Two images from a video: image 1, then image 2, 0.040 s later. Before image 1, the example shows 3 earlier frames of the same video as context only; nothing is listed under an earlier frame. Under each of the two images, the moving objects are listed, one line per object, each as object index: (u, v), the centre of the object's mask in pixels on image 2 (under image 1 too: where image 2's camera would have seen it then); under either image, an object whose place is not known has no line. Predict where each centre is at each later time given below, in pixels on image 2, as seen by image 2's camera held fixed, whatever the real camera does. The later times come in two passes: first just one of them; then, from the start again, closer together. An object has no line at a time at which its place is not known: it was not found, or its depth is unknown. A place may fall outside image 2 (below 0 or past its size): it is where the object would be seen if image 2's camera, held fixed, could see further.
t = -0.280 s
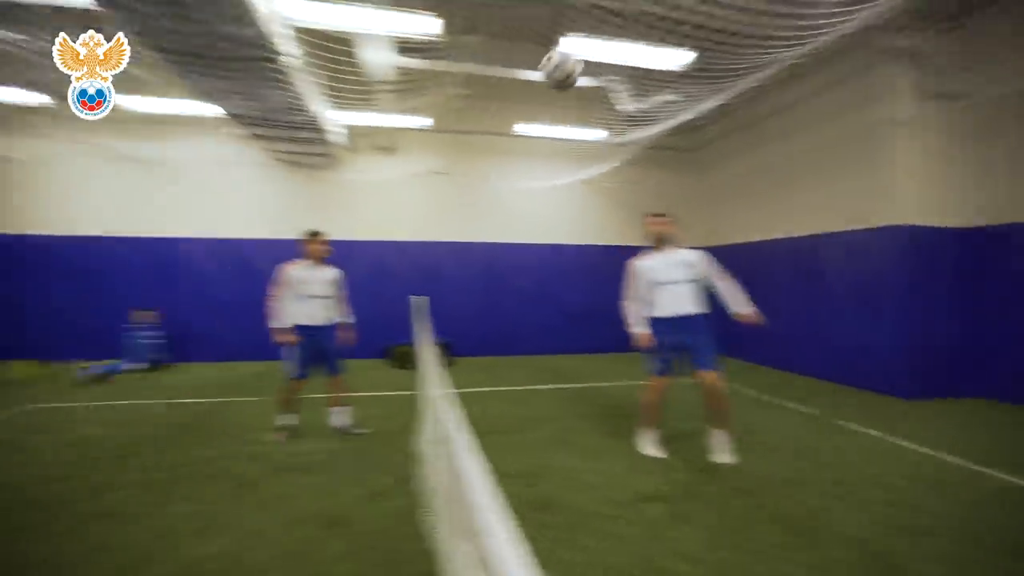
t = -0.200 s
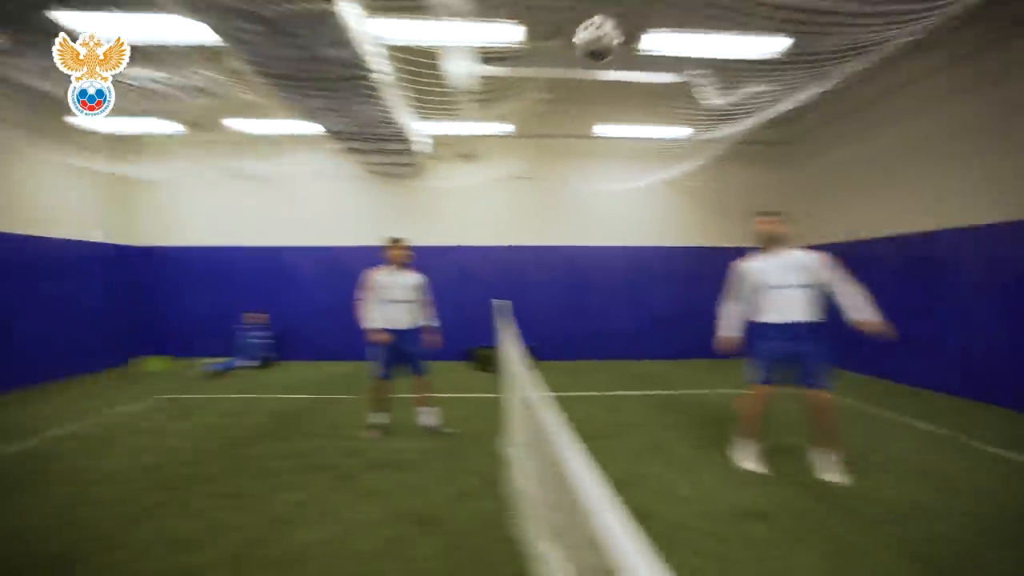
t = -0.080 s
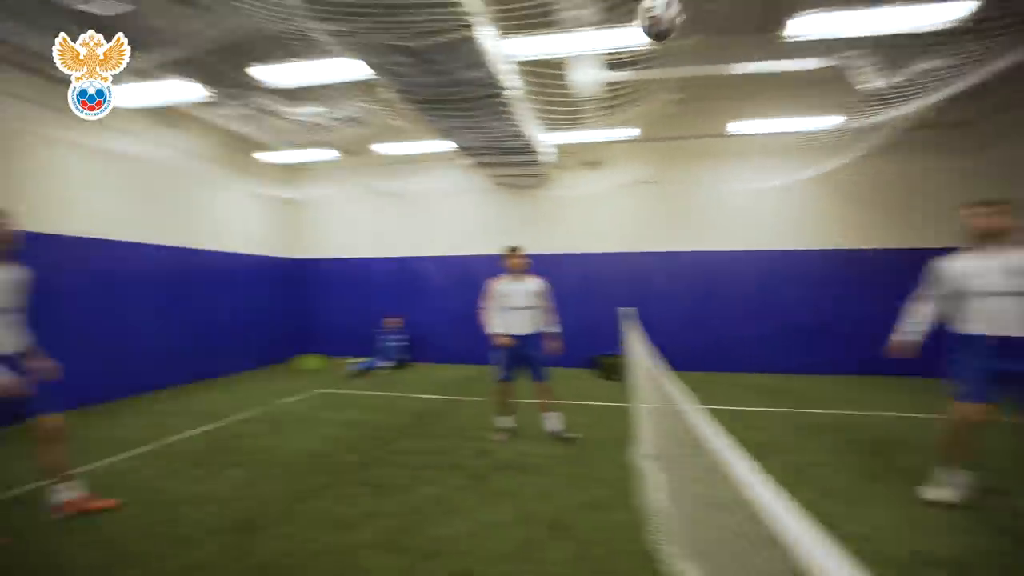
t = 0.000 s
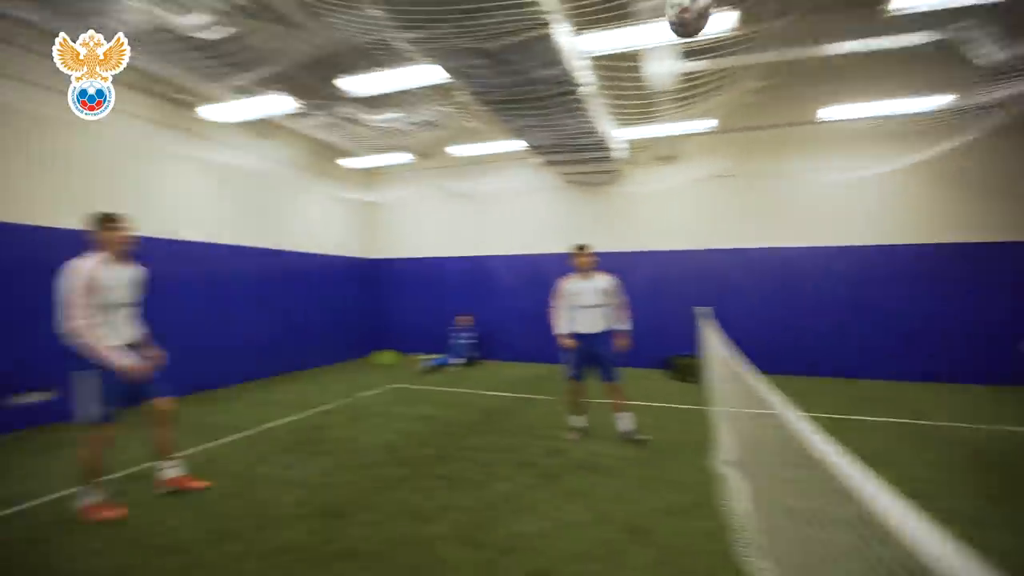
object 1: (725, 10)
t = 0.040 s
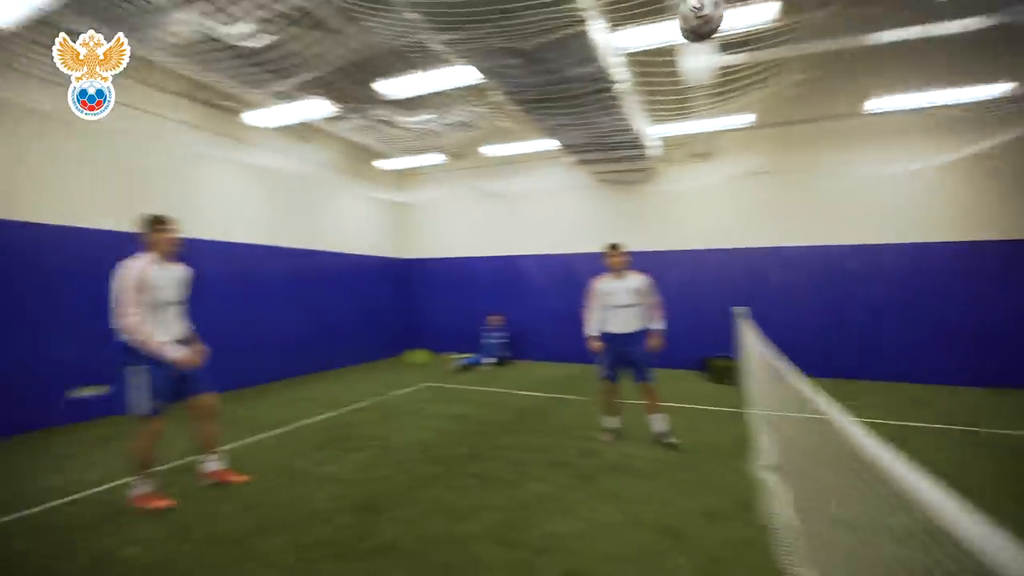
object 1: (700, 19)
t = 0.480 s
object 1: (459, 323)
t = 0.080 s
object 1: (675, 29)
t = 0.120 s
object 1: (652, 50)
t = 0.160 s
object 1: (626, 68)
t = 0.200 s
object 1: (603, 92)
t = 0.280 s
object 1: (562, 145)
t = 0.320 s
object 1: (543, 179)
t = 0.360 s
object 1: (521, 213)
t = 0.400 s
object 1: (501, 250)
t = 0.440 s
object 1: (479, 283)
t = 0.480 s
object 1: (459, 323)
